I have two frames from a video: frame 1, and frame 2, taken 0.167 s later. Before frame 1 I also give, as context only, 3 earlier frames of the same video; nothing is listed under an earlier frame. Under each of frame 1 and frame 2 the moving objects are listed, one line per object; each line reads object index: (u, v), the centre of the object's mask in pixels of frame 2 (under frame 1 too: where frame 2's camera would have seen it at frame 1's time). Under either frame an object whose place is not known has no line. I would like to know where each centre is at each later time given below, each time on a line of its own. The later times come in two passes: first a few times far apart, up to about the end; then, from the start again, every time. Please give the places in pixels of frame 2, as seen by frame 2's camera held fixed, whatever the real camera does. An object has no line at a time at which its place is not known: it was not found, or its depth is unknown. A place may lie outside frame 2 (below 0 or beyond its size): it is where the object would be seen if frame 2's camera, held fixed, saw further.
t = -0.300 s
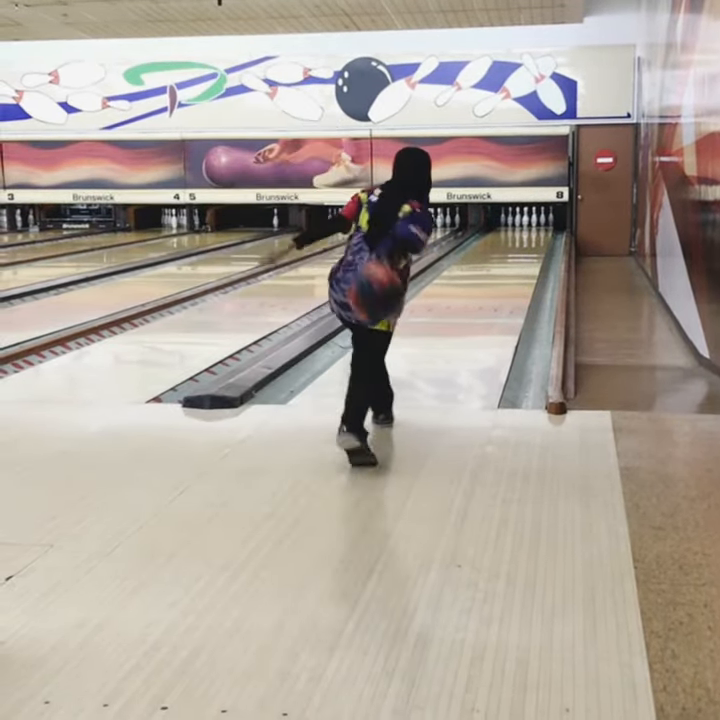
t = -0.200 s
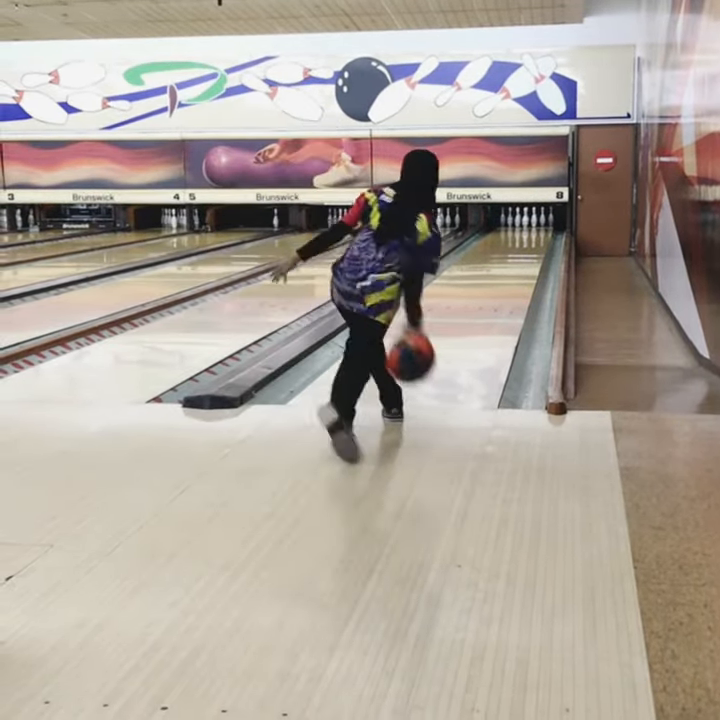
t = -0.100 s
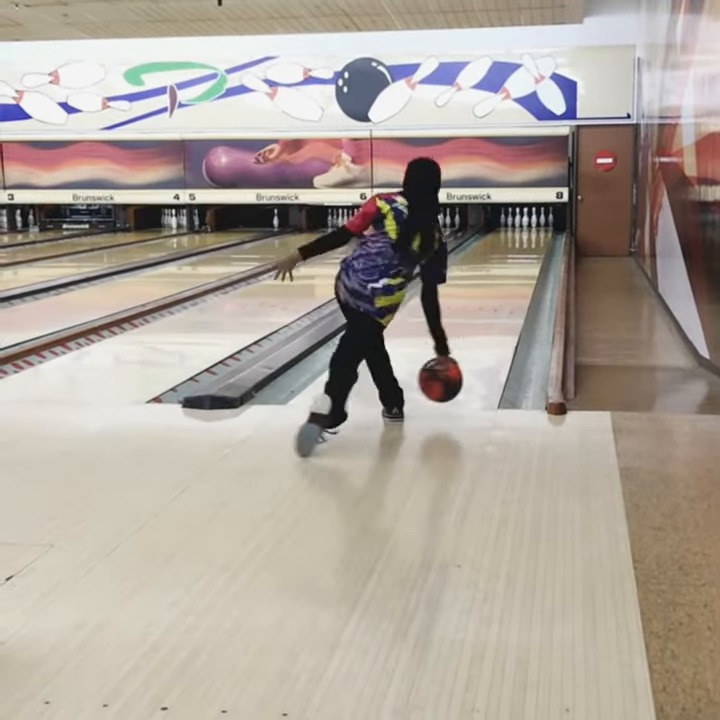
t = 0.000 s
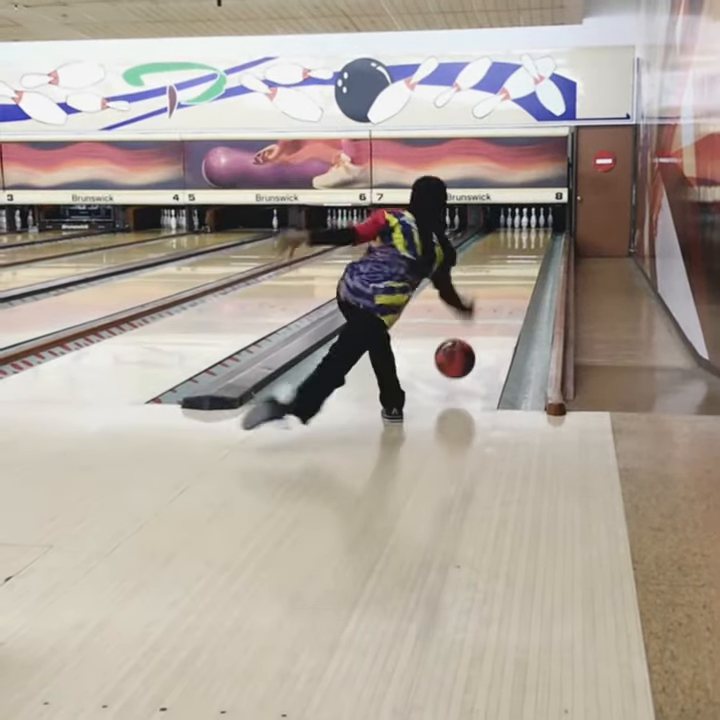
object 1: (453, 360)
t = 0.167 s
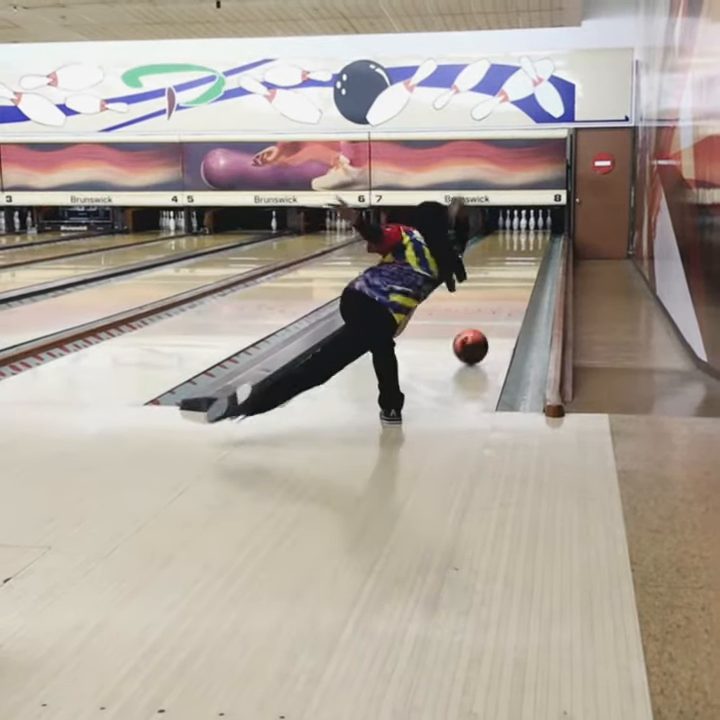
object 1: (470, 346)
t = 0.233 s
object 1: (476, 337)
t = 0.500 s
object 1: (492, 310)
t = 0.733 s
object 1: (503, 291)
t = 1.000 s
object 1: (510, 275)
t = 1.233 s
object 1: (515, 265)
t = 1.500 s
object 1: (518, 256)
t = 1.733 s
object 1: (520, 249)
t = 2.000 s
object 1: (521, 243)
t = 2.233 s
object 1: (521, 238)
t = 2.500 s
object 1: (520, 234)
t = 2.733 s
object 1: (519, 231)
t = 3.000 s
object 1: (517, 228)
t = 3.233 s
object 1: (511, 225)
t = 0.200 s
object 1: (473, 342)
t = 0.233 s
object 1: (476, 337)
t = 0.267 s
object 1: (478, 333)
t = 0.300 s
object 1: (481, 329)
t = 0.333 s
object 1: (483, 325)
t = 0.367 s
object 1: (485, 322)
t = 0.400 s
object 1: (487, 319)
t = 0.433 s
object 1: (489, 315)
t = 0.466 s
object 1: (491, 313)
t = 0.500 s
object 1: (492, 310)
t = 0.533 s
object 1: (494, 306)
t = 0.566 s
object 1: (496, 303)
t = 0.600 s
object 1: (497, 301)
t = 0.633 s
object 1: (499, 298)
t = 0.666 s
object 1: (500, 296)
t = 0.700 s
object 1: (501, 293)
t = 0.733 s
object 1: (503, 291)
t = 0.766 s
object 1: (504, 289)
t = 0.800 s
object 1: (505, 287)
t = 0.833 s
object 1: (506, 285)
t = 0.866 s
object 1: (507, 283)
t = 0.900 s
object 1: (508, 281)
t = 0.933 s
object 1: (509, 279)
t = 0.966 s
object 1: (510, 277)
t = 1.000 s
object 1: (510, 275)
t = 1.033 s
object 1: (511, 274)
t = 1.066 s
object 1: (512, 273)
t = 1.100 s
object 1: (513, 271)
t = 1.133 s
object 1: (513, 269)
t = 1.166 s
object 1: (514, 268)
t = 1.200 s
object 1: (514, 266)
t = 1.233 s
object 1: (515, 265)
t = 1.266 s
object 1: (515, 263)
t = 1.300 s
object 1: (516, 263)
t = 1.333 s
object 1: (516, 262)
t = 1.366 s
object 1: (517, 260)
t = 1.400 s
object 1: (517, 259)
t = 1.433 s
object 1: (517, 259)
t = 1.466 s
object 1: (518, 257)
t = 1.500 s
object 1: (518, 256)
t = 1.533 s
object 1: (519, 255)
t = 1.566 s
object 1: (519, 254)
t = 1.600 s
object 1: (519, 253)
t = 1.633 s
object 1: (520, 251)
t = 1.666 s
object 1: (520, 251)
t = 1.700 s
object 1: (520, 250)
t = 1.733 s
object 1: (520, 249)
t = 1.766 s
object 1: (520, 248)
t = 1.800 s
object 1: (520, 248)
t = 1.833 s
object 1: (521, 247)
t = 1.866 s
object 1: (521, 246)
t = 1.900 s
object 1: (521, 245)
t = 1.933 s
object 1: (521, 244)
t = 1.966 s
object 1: (521, 244)
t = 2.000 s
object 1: (521, 243)
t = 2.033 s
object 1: (521, 243)
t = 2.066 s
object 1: (521, 242)
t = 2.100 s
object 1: (521, 240)
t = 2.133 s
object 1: (521, 240)
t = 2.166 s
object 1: (521, 239)
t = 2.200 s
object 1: (521, 239)
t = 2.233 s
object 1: (521, 238)
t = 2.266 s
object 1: (521, 237)
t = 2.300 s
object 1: (521, 237)
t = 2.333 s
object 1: (521, 236)
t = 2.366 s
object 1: (521, 236)
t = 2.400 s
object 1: (520, 236)
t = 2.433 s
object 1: (520, 234)
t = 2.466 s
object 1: (521, 234)
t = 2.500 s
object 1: (520, 234)
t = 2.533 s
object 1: (520, 233)
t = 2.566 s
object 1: (519, 233)
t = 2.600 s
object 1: (519, 232)
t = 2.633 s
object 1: (519, 232)
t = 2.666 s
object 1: (519, 232)
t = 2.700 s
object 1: (519, 231)
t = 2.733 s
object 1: (519, 231)
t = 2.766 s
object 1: (518, 230)
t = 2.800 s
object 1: (519, 230)
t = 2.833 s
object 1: (518, 230)
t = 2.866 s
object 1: (518, 229)
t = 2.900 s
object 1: (518, 229)
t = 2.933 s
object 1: (518, 228)
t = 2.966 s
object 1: (517, 228)
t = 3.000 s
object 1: (517, 228)
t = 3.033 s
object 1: (516, 227)
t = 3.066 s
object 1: (517, 227)
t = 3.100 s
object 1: (517, 227)
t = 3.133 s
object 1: (514, 225)
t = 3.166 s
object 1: (515, 225)
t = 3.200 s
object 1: (514, 225)
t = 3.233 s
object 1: (511, 225)
